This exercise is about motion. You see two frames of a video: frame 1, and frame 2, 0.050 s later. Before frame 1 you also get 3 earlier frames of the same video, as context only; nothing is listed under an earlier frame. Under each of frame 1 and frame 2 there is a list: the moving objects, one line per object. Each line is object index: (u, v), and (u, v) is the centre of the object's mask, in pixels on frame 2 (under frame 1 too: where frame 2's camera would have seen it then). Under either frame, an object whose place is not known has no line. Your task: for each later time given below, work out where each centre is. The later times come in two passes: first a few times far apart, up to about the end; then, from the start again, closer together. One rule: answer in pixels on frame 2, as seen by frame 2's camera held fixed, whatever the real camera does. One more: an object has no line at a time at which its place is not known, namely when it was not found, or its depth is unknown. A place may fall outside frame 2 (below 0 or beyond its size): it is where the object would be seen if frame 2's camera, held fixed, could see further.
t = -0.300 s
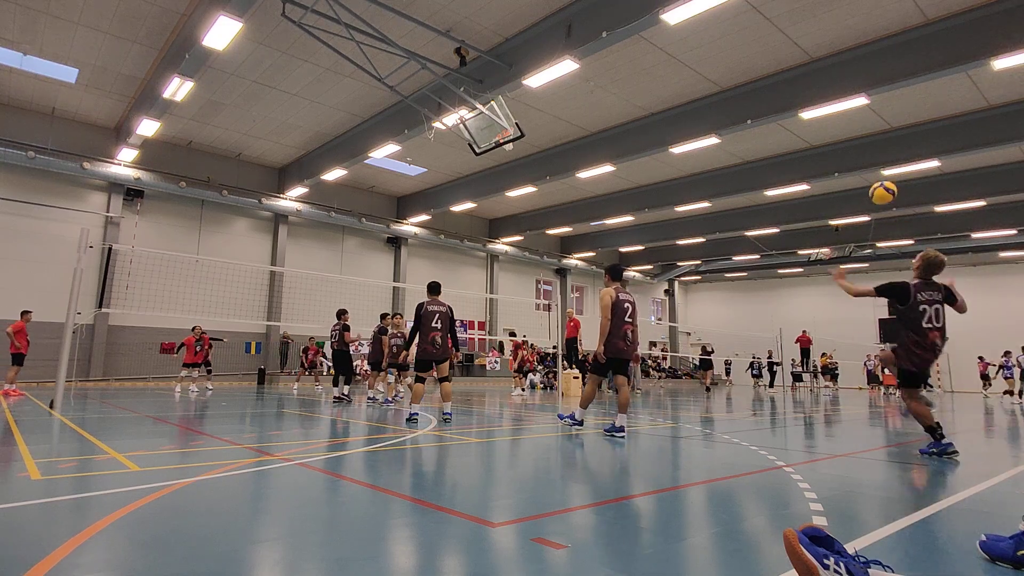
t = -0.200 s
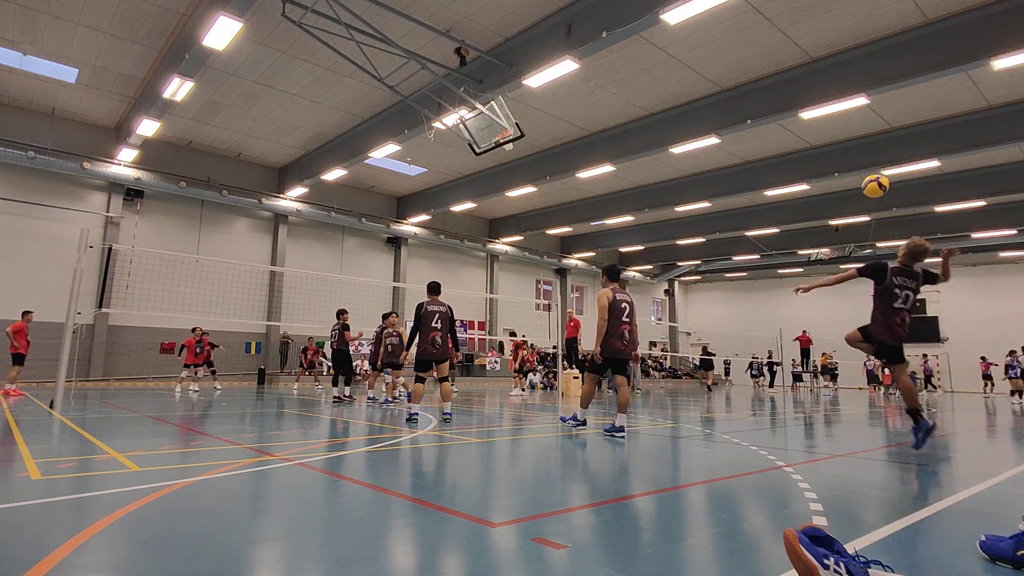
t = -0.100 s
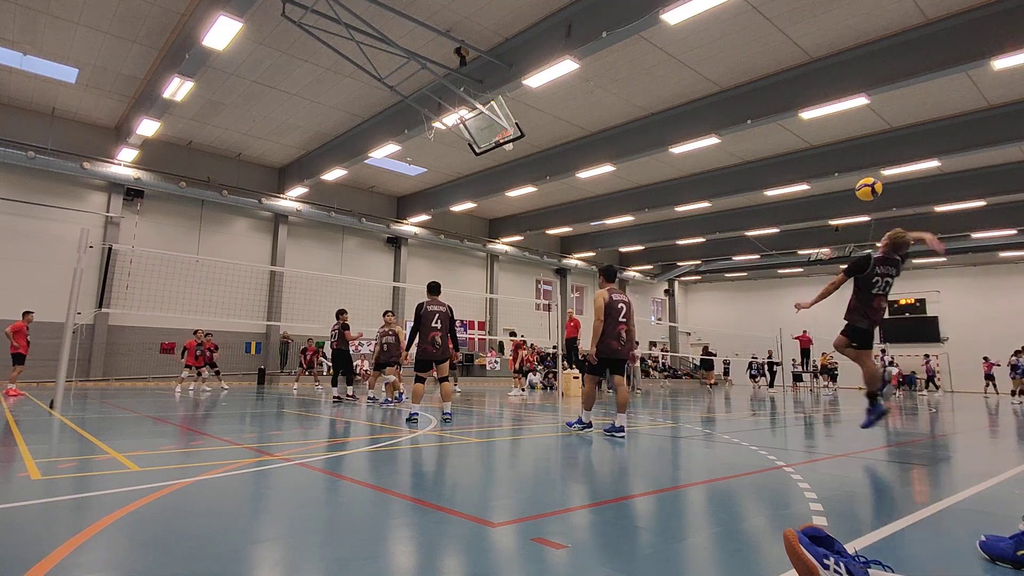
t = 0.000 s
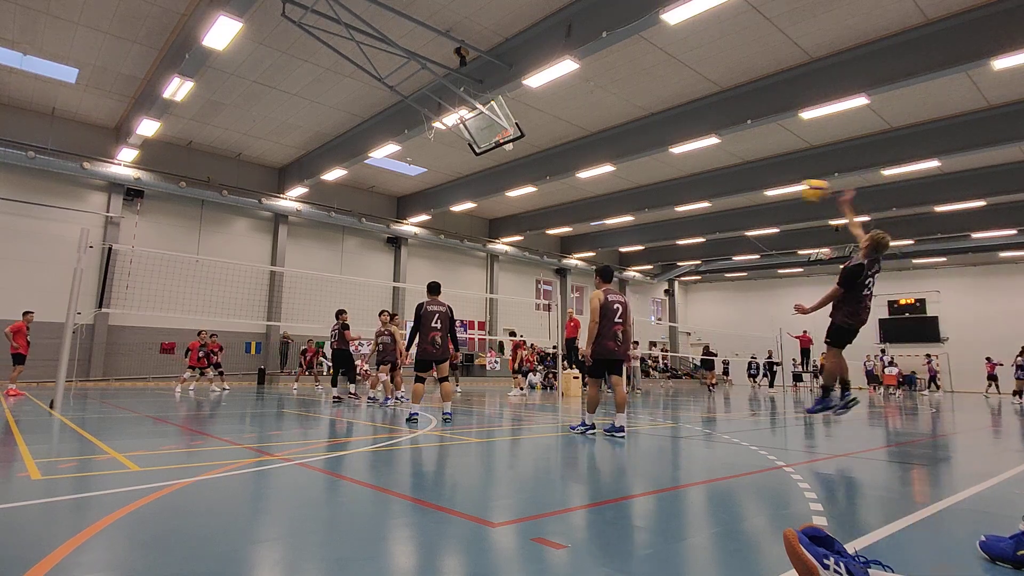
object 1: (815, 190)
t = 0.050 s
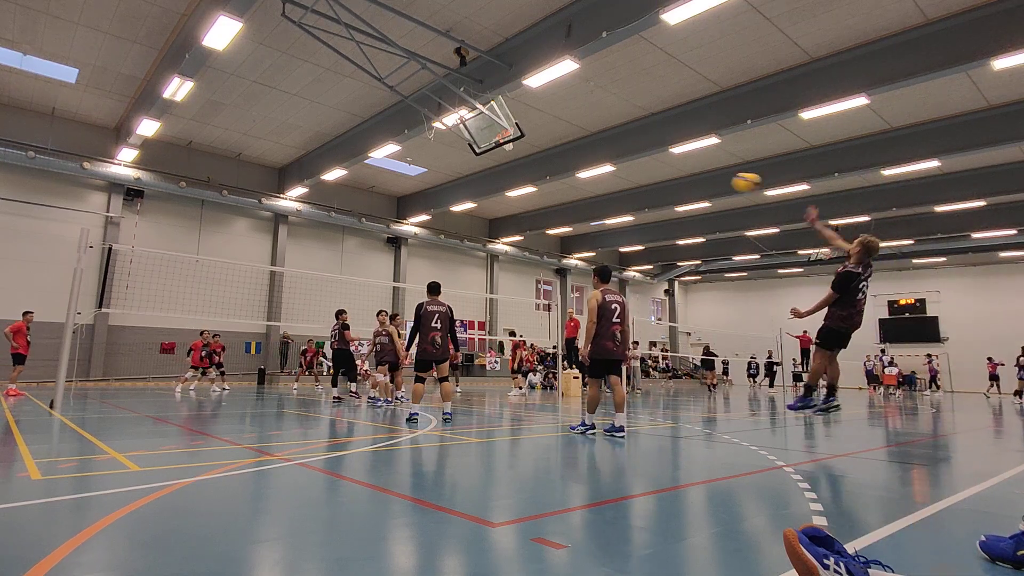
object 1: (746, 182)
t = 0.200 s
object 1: (594, 176)
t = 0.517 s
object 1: (414, 204)
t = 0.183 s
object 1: (609, 175)
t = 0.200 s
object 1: (594, 176)
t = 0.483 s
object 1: (428, 199)
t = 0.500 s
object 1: (421, 201)
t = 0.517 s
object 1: (414, 204)
